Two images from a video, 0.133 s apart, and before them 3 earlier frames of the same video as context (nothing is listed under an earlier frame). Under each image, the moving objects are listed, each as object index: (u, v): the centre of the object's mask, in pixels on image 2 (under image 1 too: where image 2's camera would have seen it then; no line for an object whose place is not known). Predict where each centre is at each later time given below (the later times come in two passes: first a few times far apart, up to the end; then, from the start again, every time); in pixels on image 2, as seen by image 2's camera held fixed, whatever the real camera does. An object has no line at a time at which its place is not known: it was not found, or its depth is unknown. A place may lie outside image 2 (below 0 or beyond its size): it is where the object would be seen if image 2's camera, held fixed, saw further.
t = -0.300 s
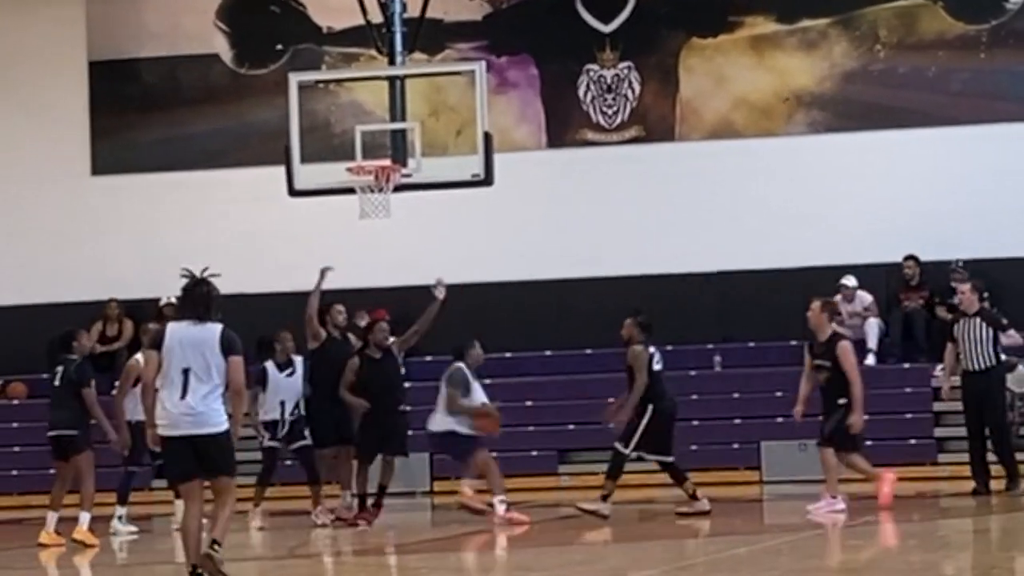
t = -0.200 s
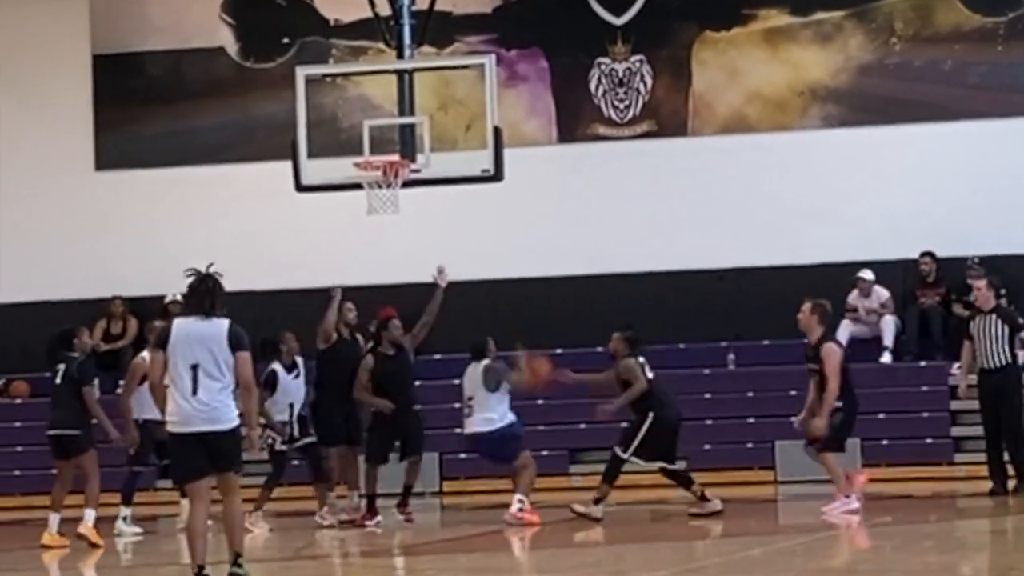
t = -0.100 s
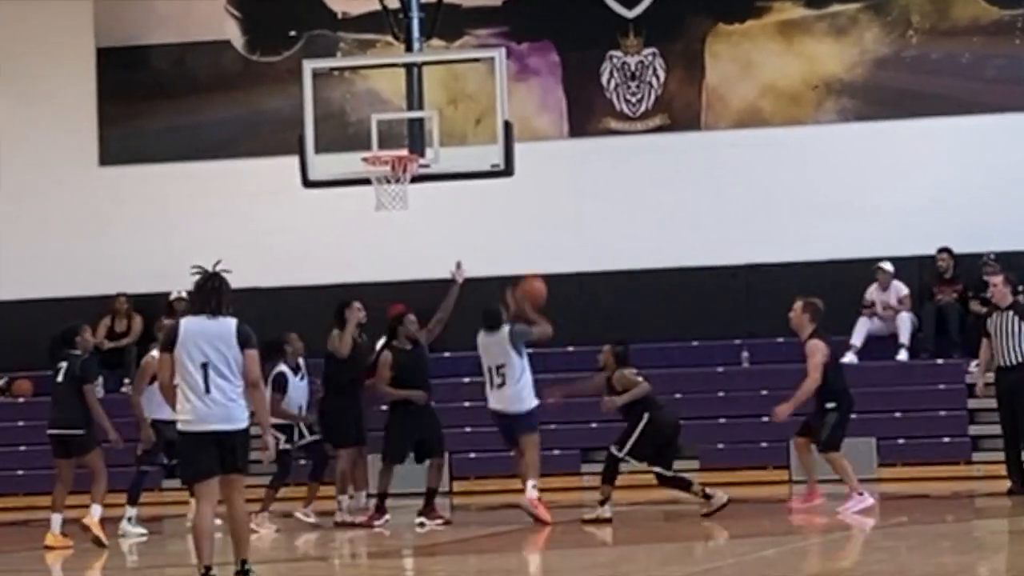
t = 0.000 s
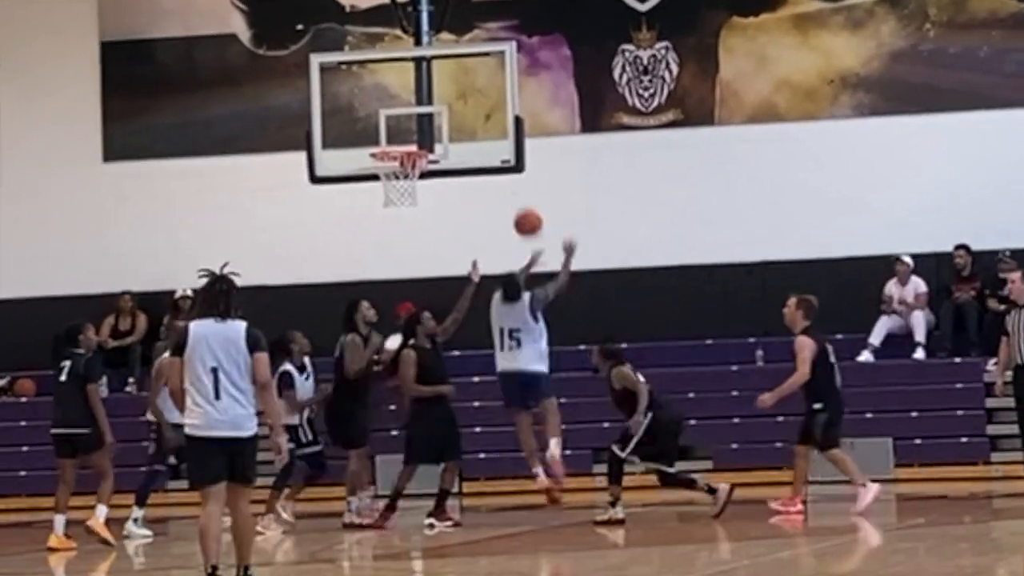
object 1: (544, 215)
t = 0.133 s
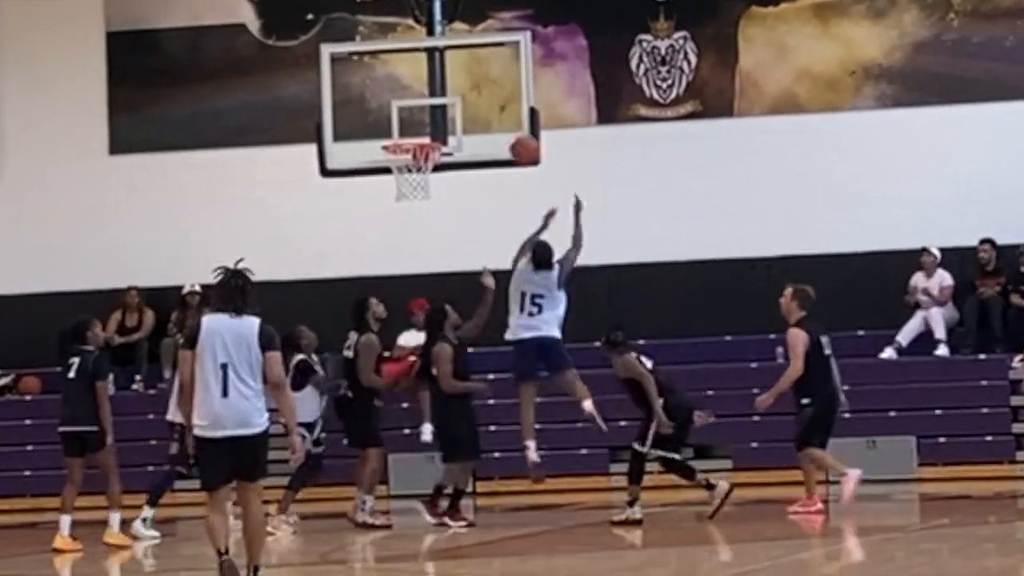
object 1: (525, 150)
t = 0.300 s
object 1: (500, 100)
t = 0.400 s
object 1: (483, 101)
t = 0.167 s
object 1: (520, 135)
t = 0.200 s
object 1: (514, 124)
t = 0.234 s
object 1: (509, 113)
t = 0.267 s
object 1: (505, 104)
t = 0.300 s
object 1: (500, 100)
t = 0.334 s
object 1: (495, 99)
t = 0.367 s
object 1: (489, 100)
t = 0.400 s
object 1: (483, 101)
